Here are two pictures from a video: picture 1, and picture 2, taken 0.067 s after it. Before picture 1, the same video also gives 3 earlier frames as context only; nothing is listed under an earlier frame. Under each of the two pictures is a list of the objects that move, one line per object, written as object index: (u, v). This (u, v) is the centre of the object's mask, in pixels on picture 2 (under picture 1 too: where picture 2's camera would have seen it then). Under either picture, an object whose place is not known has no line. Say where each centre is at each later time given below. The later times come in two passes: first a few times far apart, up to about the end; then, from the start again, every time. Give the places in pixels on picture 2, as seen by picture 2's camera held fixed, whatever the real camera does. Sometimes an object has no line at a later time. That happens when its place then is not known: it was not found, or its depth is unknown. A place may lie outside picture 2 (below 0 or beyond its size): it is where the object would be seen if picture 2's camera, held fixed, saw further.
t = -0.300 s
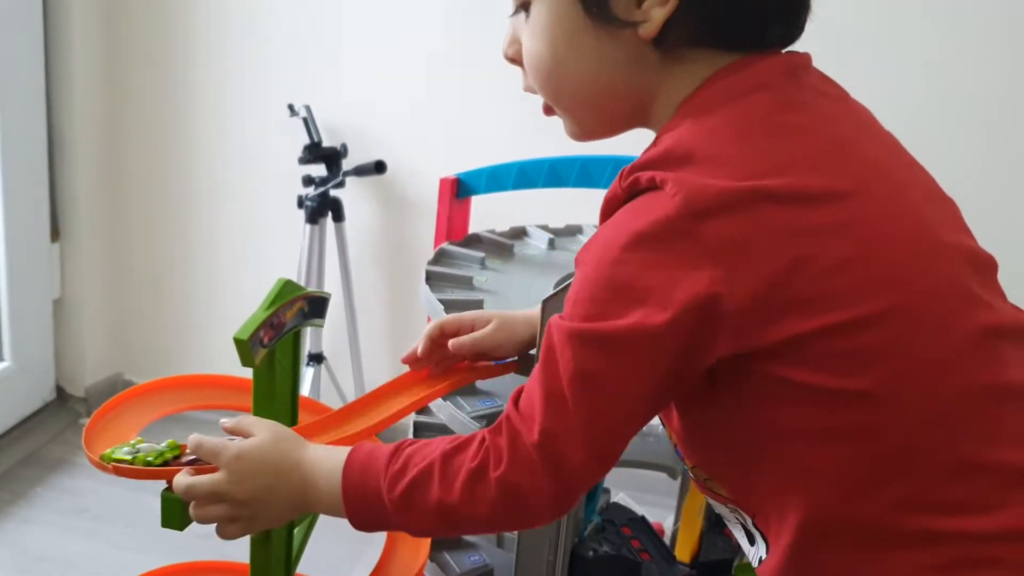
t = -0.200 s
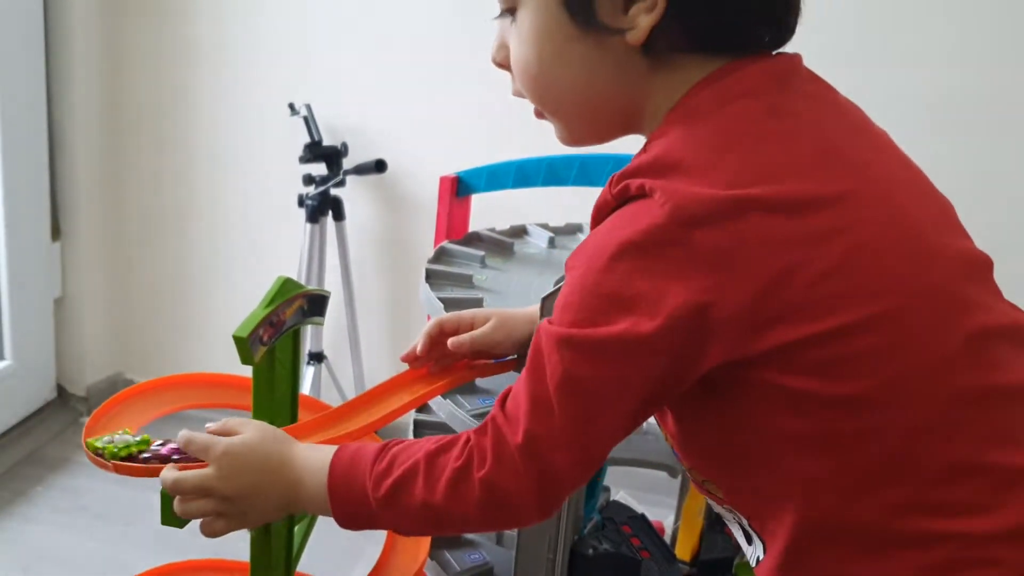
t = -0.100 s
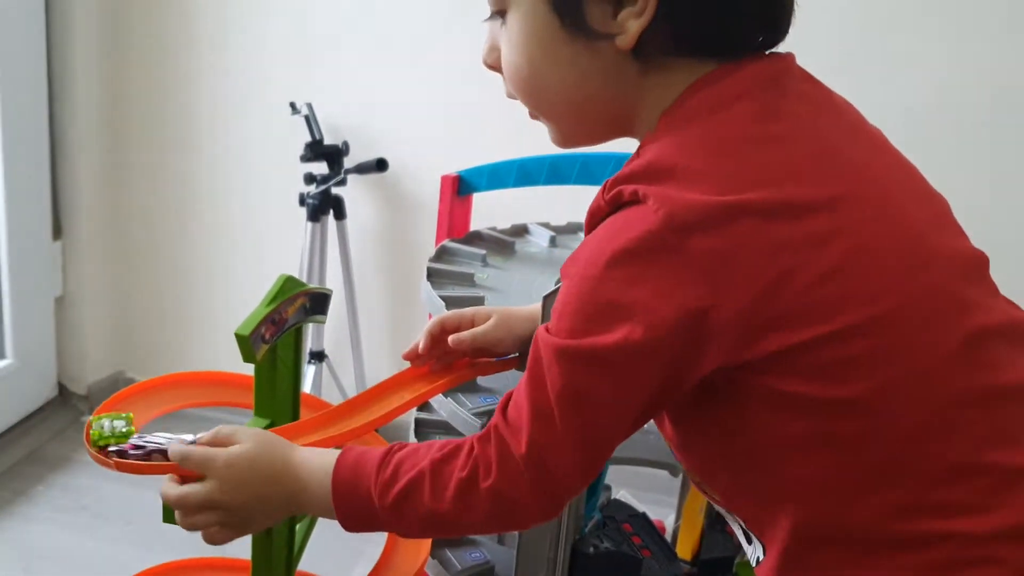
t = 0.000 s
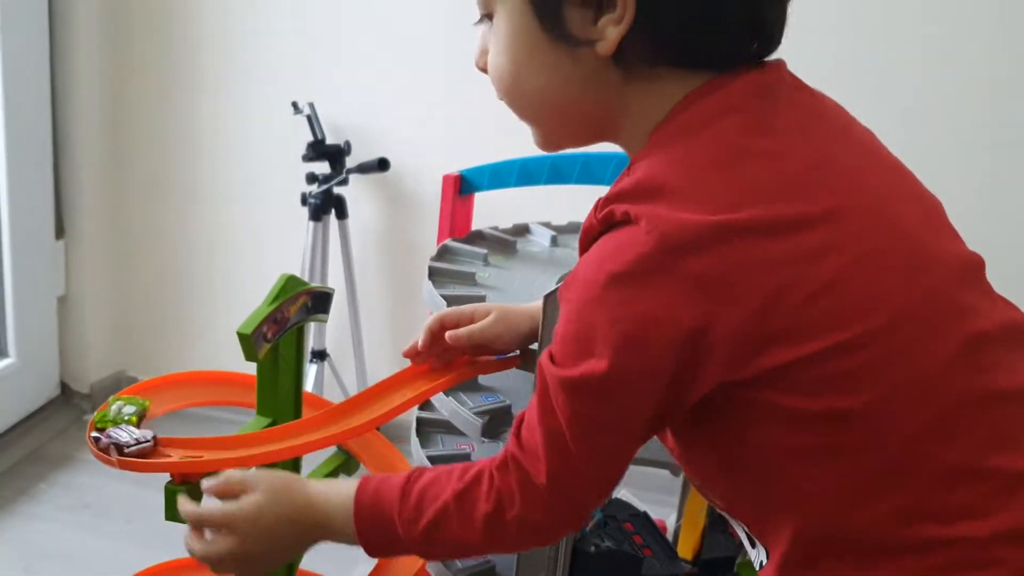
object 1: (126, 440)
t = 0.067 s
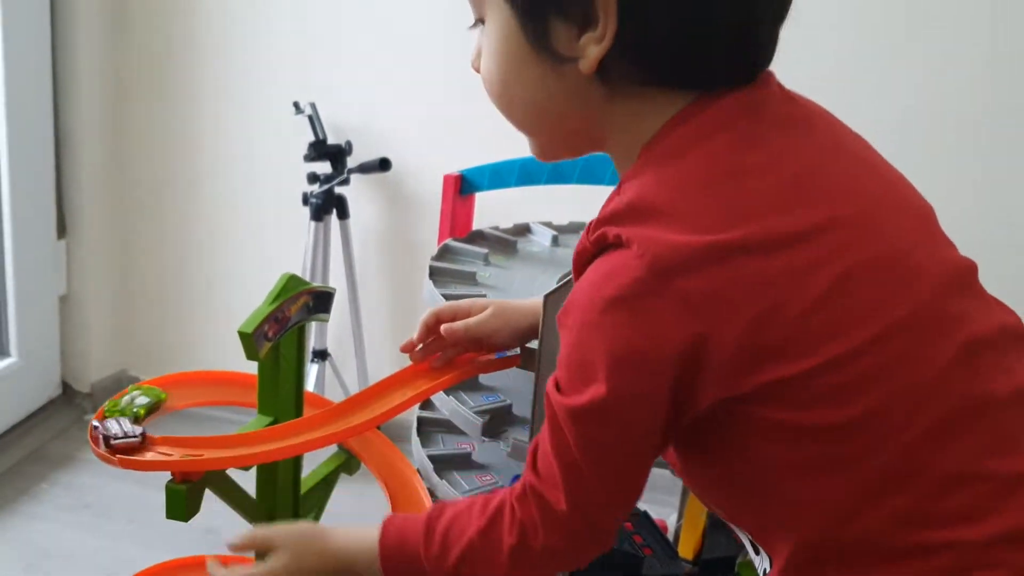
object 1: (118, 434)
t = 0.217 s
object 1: (123, 414)
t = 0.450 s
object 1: (158, 393)
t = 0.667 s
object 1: (216, 383)
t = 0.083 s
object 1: (117, 430)
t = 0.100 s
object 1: (116, 428)
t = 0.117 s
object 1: (115, 426)
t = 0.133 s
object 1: (116, 424)
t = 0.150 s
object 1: (117, 422)
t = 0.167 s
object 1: (118, 420)
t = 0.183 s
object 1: (119, 418)
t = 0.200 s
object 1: (120, 416)
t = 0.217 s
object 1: (123, 414)
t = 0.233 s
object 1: (124, 412)
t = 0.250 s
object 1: (126, 411)
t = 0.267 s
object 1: (128, 409)
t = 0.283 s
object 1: (131, 407)
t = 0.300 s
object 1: (133, 405)
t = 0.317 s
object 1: (135, 404)
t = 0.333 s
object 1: (138, 402)
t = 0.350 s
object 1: (140, 400)
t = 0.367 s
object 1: (143, 399)
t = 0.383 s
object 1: (146, 398)
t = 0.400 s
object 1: (149, 397)
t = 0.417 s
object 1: (152, 395)
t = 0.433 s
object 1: (155, 394)
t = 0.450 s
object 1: (158, 393)
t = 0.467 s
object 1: (161, 392)
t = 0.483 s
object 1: (164, 391)
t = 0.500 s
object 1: (168, 389)
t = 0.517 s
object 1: (172, 389)
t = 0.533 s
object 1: (176, 387)
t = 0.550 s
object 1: (180, 387)
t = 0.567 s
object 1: (184, 385)
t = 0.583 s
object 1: (189, 385)
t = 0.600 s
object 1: (193, 384)
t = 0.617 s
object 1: (199, 384)
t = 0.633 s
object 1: (204, 383)
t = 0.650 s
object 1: (209, 383)
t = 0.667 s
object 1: (216, 383)
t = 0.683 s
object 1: (220, 383)
